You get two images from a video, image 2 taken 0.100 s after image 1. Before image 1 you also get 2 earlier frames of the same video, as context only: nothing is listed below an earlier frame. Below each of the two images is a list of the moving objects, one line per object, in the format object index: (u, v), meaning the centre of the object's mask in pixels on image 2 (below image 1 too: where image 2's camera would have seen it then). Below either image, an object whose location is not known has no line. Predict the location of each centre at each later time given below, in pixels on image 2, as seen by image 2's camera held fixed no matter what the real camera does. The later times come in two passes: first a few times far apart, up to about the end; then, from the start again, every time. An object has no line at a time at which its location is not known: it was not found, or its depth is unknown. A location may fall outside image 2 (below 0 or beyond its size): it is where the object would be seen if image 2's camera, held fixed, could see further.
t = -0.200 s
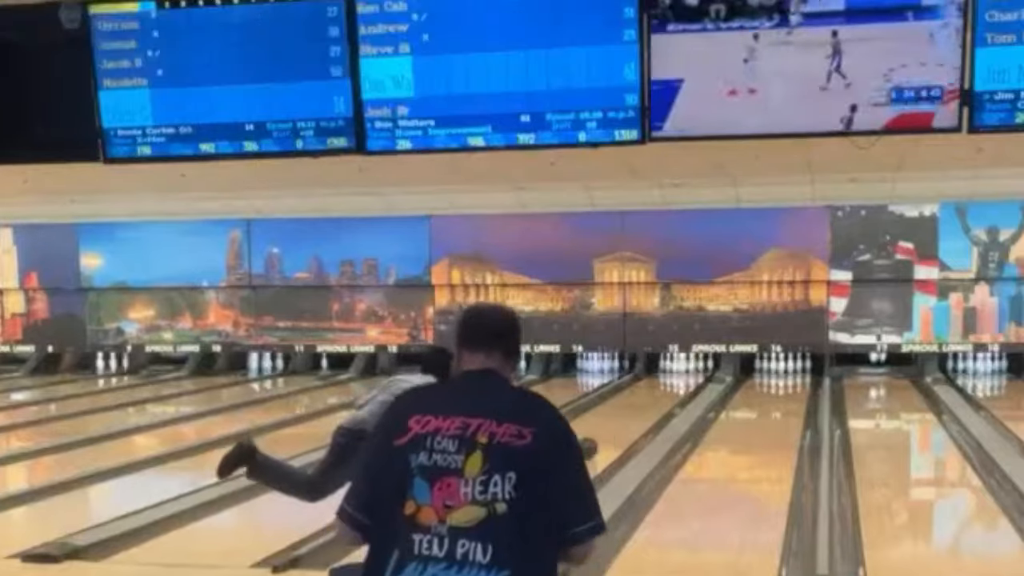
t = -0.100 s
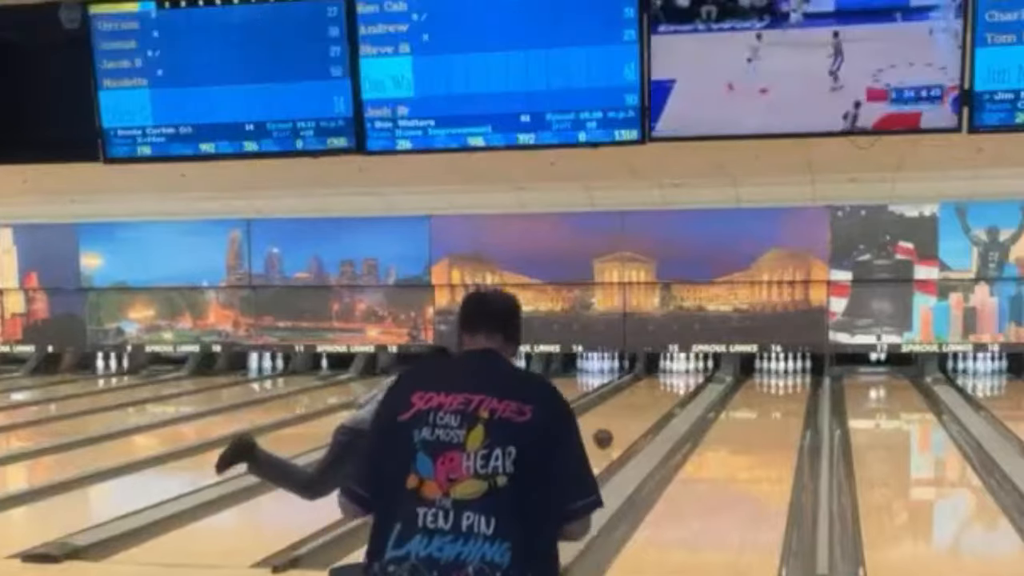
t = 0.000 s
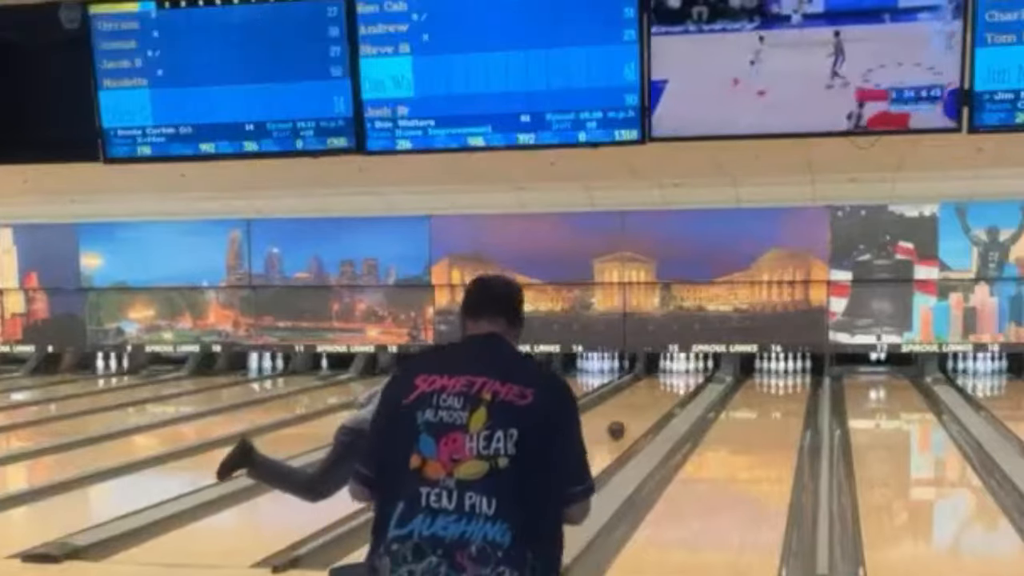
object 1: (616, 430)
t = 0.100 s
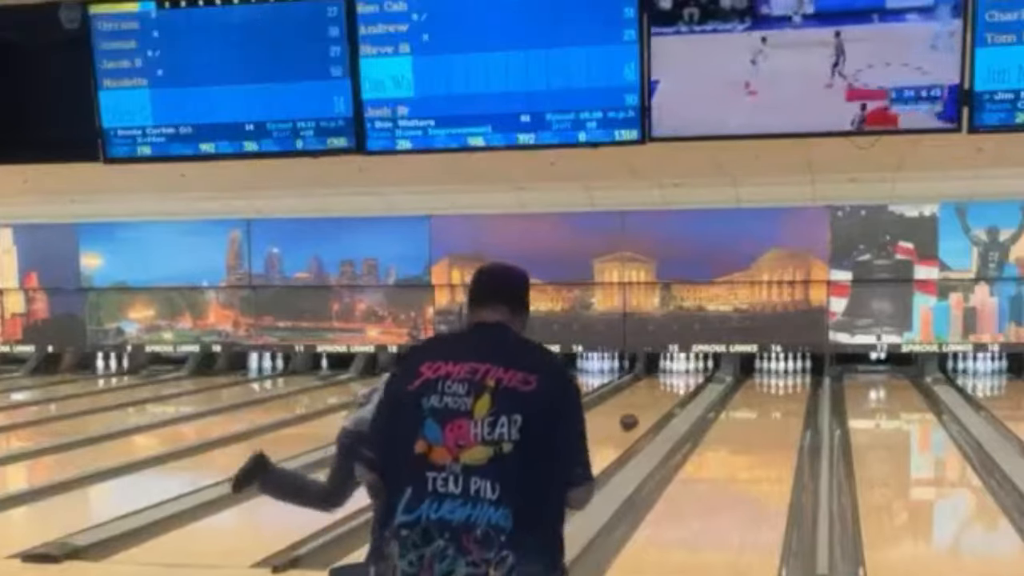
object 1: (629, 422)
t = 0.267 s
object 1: (645, 410)
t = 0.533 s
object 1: (665, 397)
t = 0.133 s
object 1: (632, 419)
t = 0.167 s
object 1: (636, 417)
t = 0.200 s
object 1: (639, 415)
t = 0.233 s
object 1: (643, 413)
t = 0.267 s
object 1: (645, 410)
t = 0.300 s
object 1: (648, 408)
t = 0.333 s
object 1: (651, 407)
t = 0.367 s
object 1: (654, 405)
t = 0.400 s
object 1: (656, 403)
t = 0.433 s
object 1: (659, 401)
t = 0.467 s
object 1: (661, 400)
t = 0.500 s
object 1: (663, 398)
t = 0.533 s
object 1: (665, 397)
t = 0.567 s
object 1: (667, 396)
